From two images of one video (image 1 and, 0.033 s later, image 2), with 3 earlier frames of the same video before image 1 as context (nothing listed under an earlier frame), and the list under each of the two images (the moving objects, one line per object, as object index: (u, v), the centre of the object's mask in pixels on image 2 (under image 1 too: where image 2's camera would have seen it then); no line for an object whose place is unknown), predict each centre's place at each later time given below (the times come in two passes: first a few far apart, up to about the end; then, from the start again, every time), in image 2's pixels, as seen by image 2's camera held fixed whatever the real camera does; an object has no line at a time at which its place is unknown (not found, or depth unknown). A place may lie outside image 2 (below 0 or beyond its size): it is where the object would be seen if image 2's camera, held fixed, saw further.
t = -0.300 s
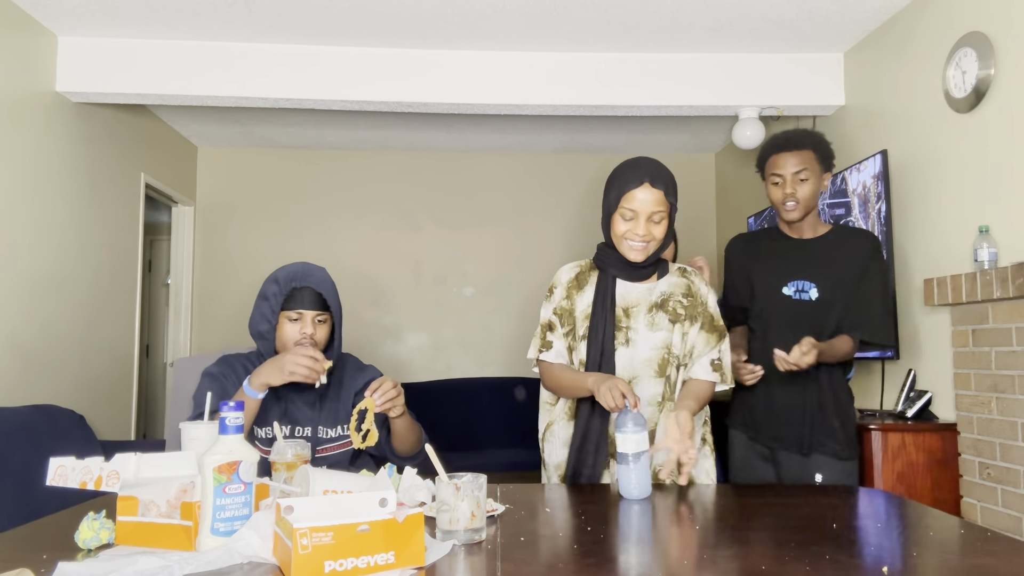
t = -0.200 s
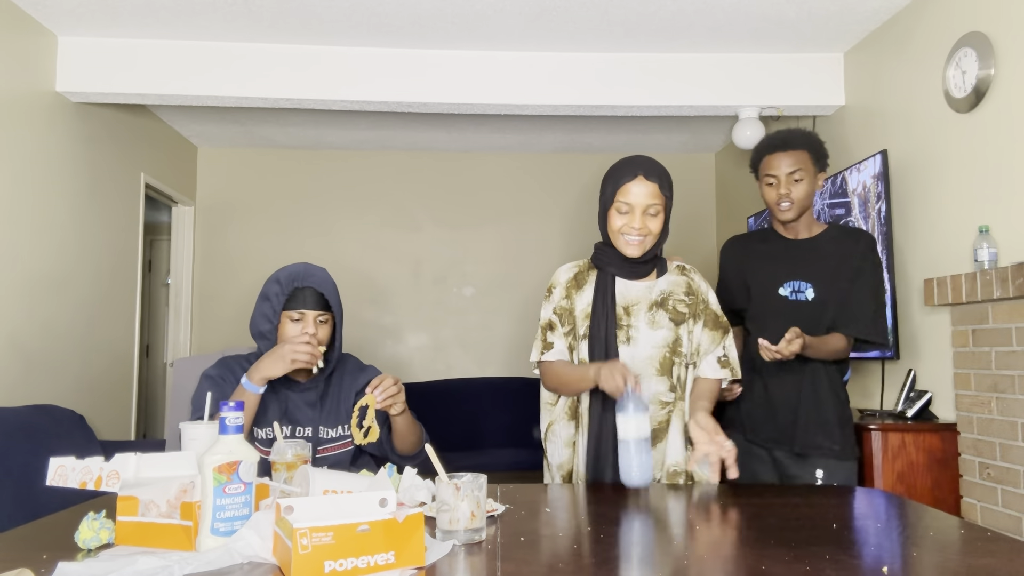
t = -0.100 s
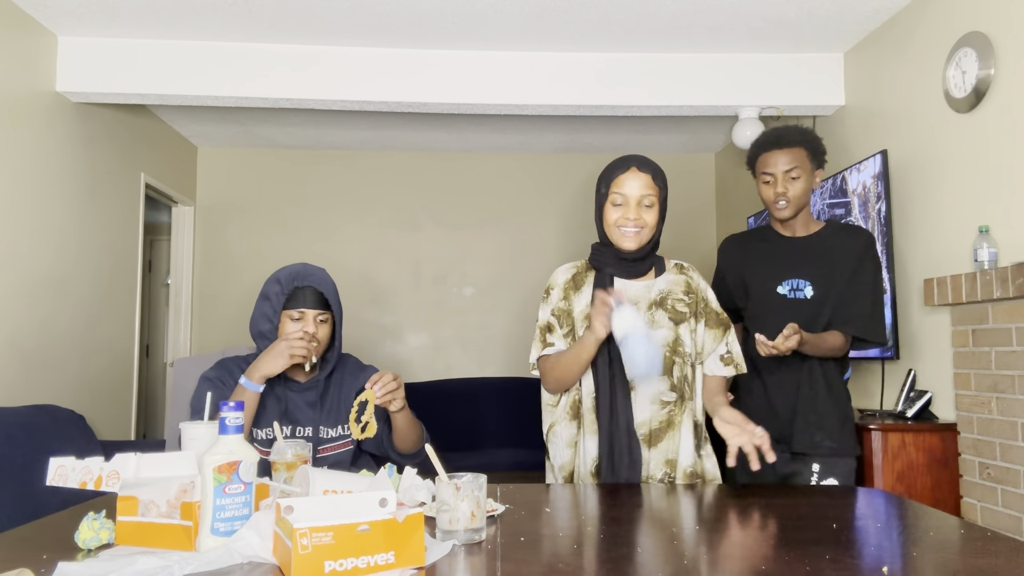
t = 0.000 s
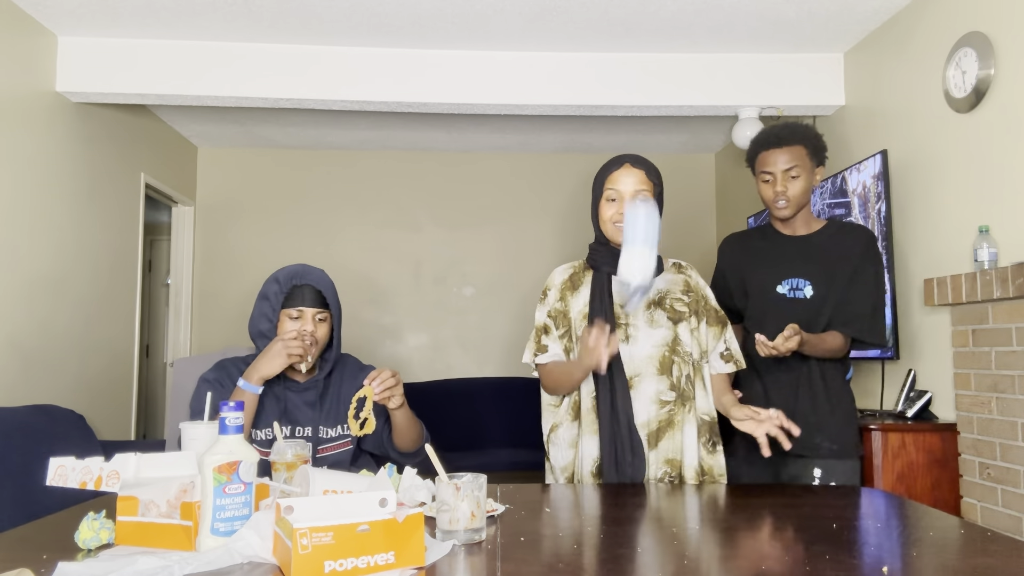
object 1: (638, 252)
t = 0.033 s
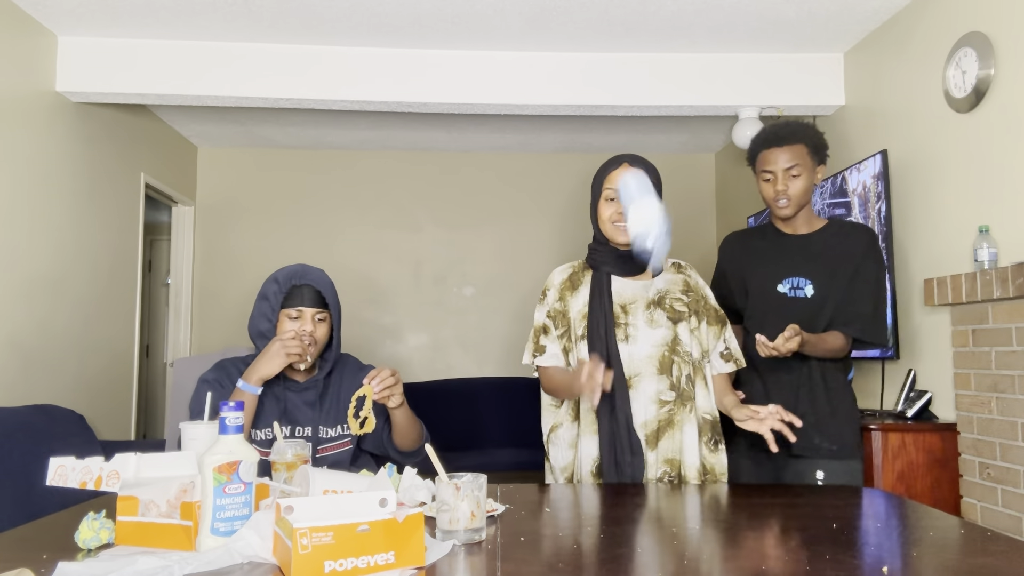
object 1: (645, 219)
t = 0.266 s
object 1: (647, 161)
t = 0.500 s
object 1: (656, 449)
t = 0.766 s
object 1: (648, 525)
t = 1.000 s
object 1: (637, 526)
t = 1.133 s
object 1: (631, 527)
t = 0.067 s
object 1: (648, 187)
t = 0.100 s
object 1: (648, 164)
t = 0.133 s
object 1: (647, 151)
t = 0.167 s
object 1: (647, 144)
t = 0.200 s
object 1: (647, 143)
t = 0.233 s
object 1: (646, 150)
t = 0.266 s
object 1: (647, 161)
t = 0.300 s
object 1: (648, 181)
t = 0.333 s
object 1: (648, 207)
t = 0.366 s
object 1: (648, 238)
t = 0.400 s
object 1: (649, 277)
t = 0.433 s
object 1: (650, 324)
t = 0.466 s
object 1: (652, 384)
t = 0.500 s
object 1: (656, 449)
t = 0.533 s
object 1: (656, 504)
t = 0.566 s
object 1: (653, 520)
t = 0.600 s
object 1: (653, 520)
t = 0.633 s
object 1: (653, 521)
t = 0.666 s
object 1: (654, 524)
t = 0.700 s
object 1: (652, 524)
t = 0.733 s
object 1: (650, 525)
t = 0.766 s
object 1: (648, 525)
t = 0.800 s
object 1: (646, 525)
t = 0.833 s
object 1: (644, 525)
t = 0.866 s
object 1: (643, 525)
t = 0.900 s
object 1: (642, 525)
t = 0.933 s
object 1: (640, 526)
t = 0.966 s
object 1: (638, 526)
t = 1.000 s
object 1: (637, 526)
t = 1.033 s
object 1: (635, 526)
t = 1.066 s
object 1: (634, 526)
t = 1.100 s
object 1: (632, 526)
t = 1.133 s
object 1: (631, 527)
